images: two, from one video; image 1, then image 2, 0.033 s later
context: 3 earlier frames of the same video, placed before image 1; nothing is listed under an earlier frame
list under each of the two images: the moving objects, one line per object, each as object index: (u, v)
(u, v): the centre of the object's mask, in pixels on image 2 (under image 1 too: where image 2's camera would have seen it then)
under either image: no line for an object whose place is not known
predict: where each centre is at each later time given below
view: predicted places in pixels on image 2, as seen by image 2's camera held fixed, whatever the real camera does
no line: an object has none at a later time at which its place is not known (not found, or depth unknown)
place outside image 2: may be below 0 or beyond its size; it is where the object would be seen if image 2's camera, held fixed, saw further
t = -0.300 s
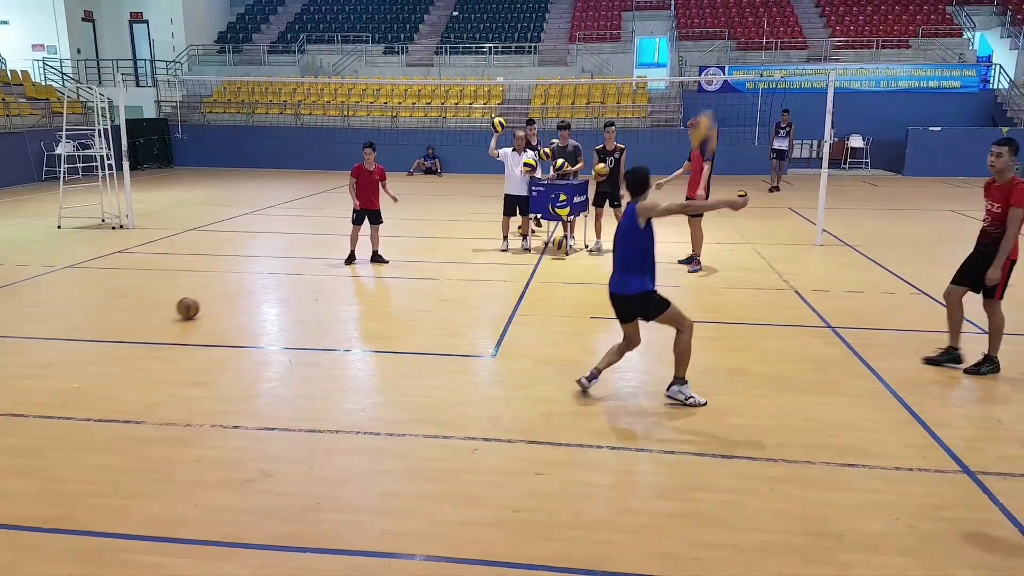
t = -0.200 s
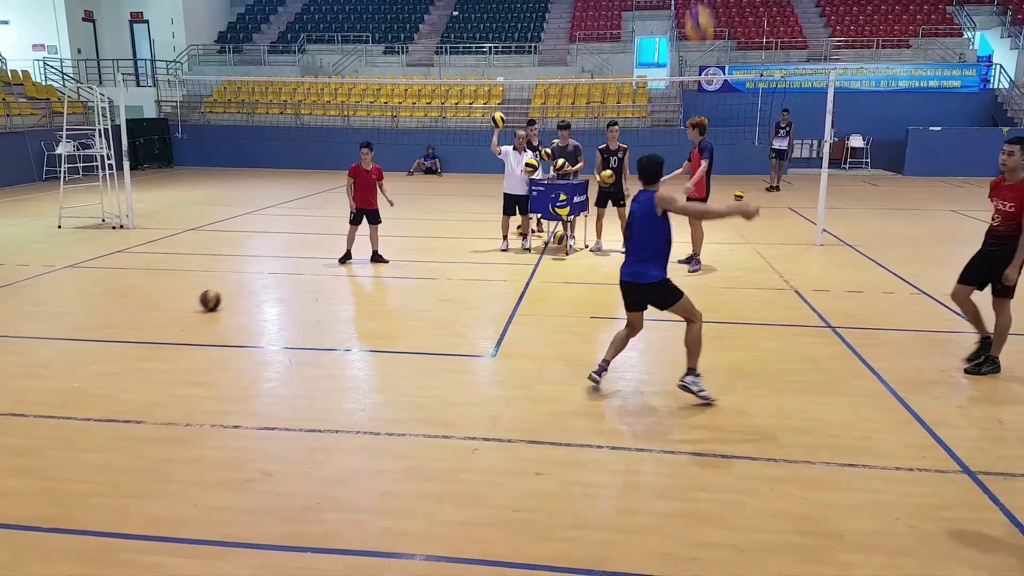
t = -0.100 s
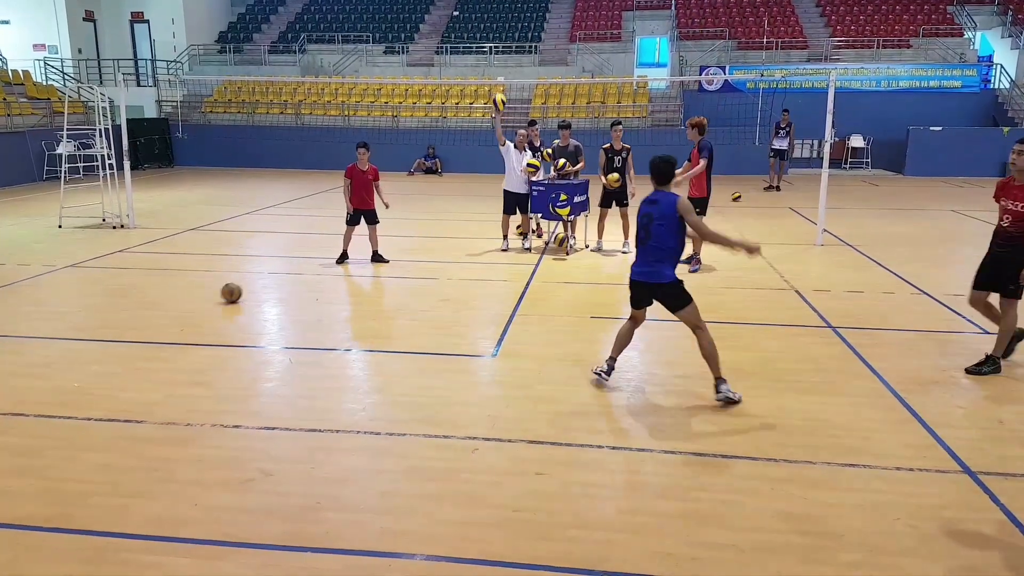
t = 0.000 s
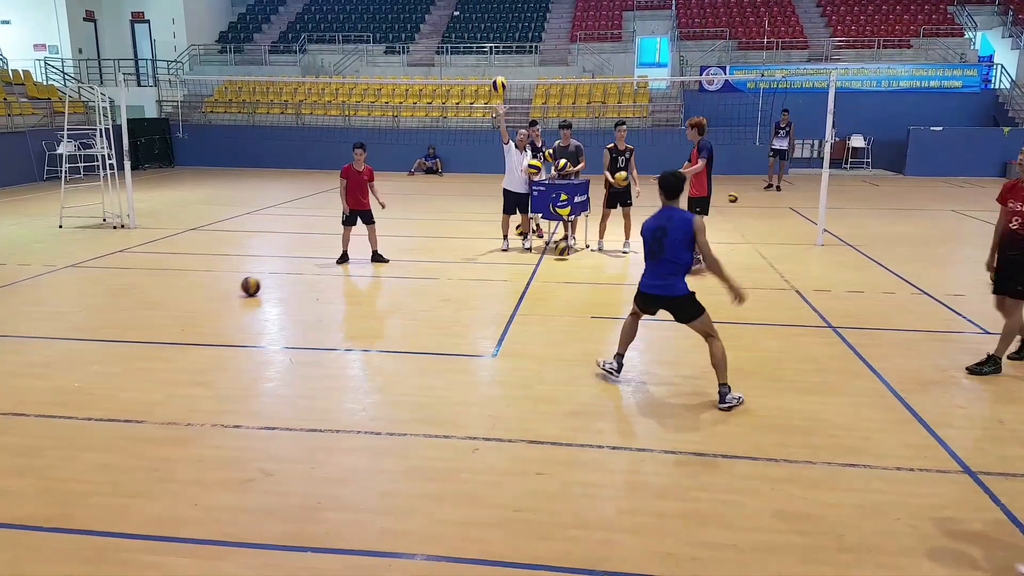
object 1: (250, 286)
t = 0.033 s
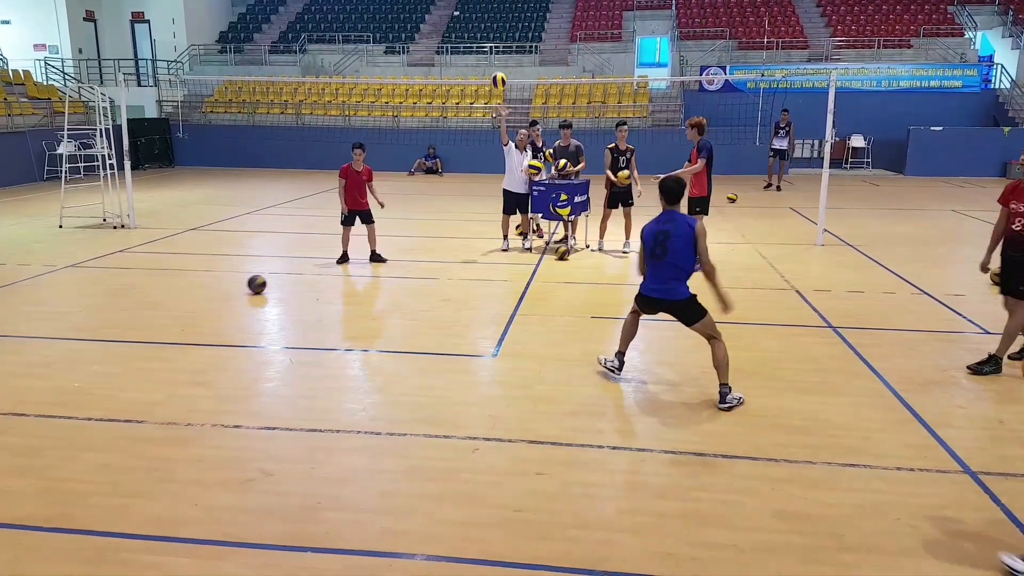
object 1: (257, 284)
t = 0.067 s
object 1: (263, 282)
